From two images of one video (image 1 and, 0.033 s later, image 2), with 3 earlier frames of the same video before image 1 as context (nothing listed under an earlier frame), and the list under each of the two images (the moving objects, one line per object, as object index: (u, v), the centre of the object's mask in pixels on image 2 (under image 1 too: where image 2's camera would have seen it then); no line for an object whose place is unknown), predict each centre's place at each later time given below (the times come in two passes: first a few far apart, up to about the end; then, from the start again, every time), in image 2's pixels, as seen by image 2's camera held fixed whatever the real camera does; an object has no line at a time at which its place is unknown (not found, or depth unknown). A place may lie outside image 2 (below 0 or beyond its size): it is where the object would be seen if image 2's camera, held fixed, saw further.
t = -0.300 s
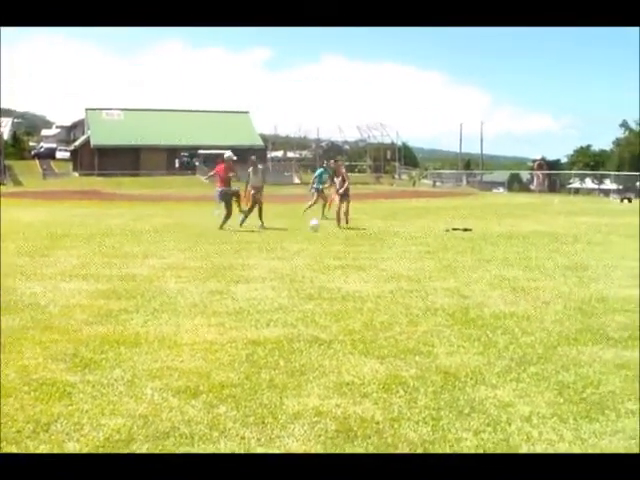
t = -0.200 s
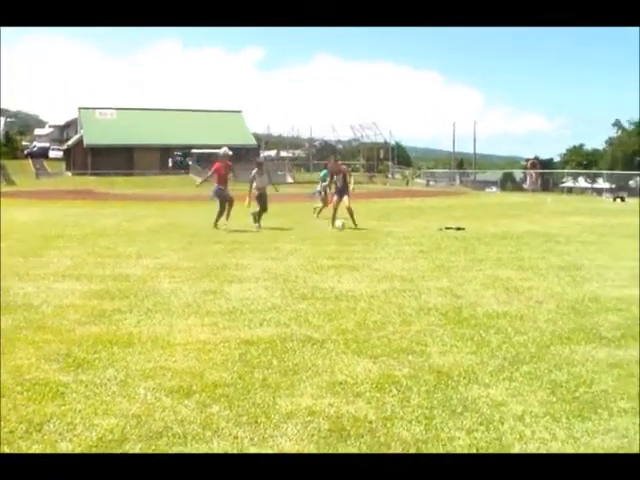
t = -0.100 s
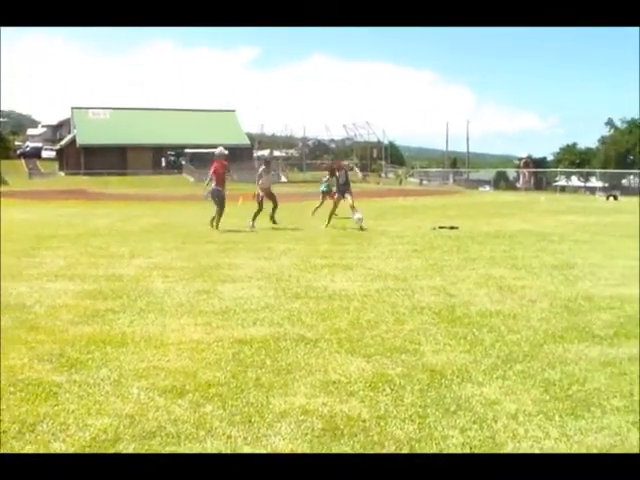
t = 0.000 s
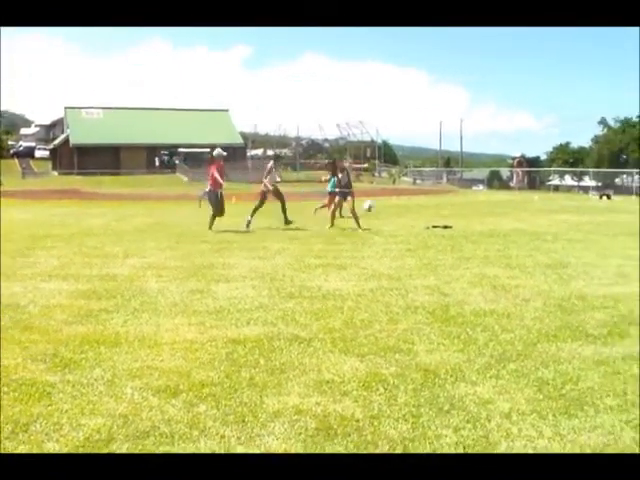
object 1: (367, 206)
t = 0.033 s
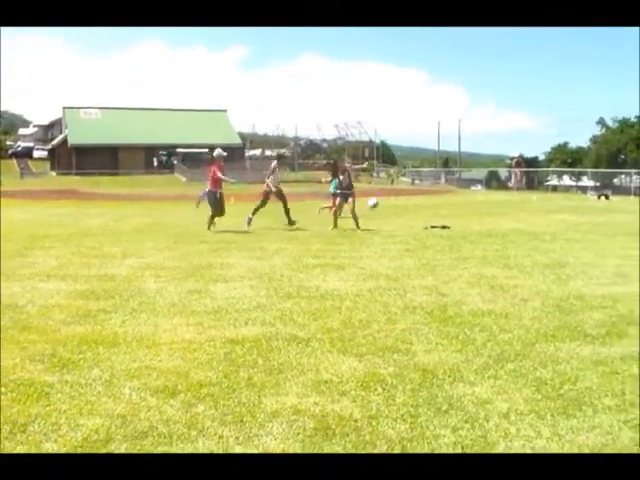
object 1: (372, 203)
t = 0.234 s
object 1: (412, 197)
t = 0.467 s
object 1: (471, 220)
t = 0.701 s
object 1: (528, 240)
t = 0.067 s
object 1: (379, 200)
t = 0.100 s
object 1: (385, 198)
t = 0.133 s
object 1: (392, 197)
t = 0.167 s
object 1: (398, 196)
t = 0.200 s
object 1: (405, 196)
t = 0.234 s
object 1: (412, 197)
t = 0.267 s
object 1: (420, 197)
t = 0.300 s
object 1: (428, 200)
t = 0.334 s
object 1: (436, 202)
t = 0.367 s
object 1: (444, 206)
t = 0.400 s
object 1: (452, 211)
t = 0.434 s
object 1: (461, 215)
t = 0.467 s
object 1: (471, 220)
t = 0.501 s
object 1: (480, 227)
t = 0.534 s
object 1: (489, 235)
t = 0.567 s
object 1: (499, 244)
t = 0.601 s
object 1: (508, 251)
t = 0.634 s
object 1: (515, 248)
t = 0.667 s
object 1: (521, 243)
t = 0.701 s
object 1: (528, 240)
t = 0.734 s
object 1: (534, 237)
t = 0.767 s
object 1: (541, 236)
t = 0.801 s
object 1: (546, 235)
